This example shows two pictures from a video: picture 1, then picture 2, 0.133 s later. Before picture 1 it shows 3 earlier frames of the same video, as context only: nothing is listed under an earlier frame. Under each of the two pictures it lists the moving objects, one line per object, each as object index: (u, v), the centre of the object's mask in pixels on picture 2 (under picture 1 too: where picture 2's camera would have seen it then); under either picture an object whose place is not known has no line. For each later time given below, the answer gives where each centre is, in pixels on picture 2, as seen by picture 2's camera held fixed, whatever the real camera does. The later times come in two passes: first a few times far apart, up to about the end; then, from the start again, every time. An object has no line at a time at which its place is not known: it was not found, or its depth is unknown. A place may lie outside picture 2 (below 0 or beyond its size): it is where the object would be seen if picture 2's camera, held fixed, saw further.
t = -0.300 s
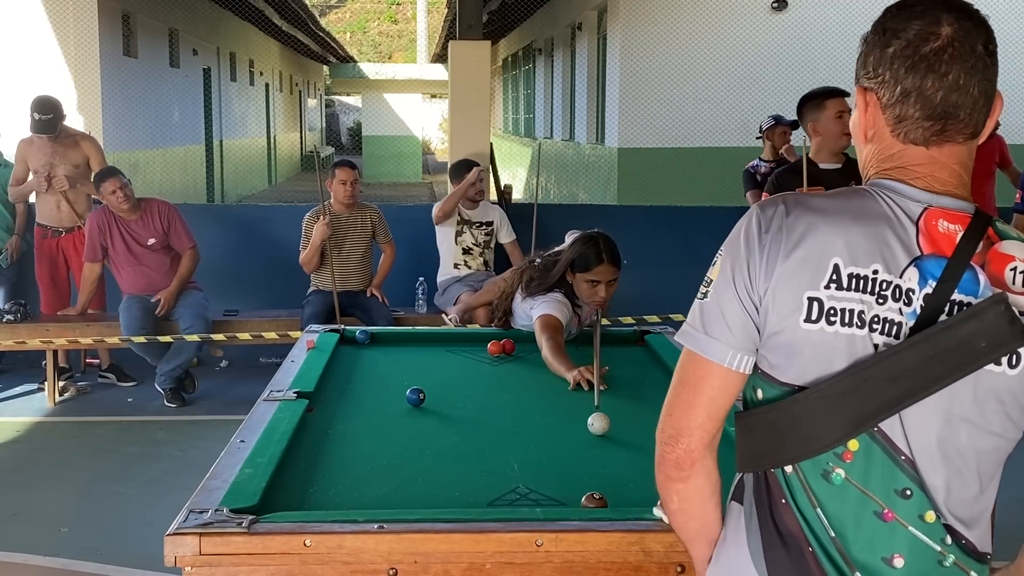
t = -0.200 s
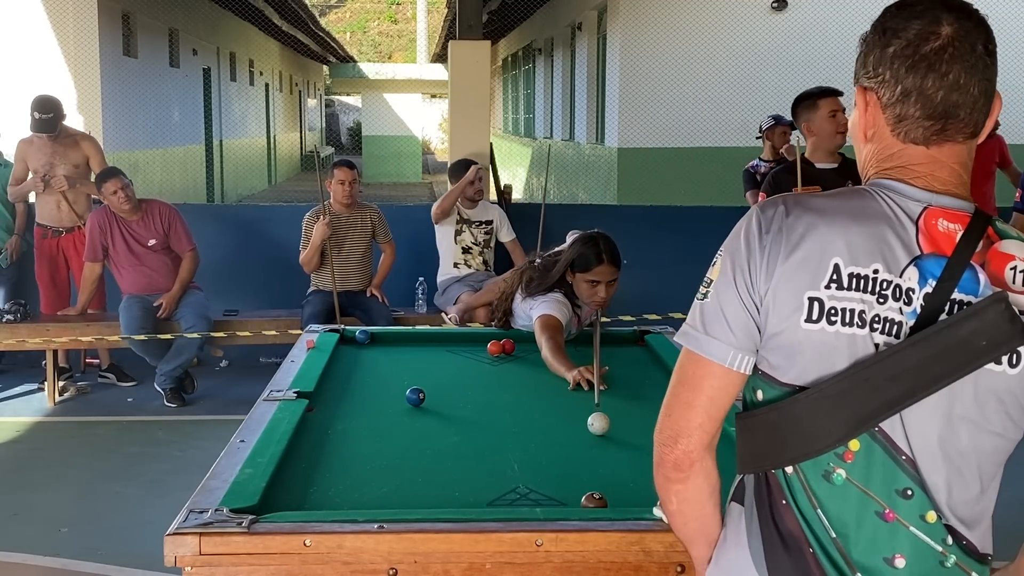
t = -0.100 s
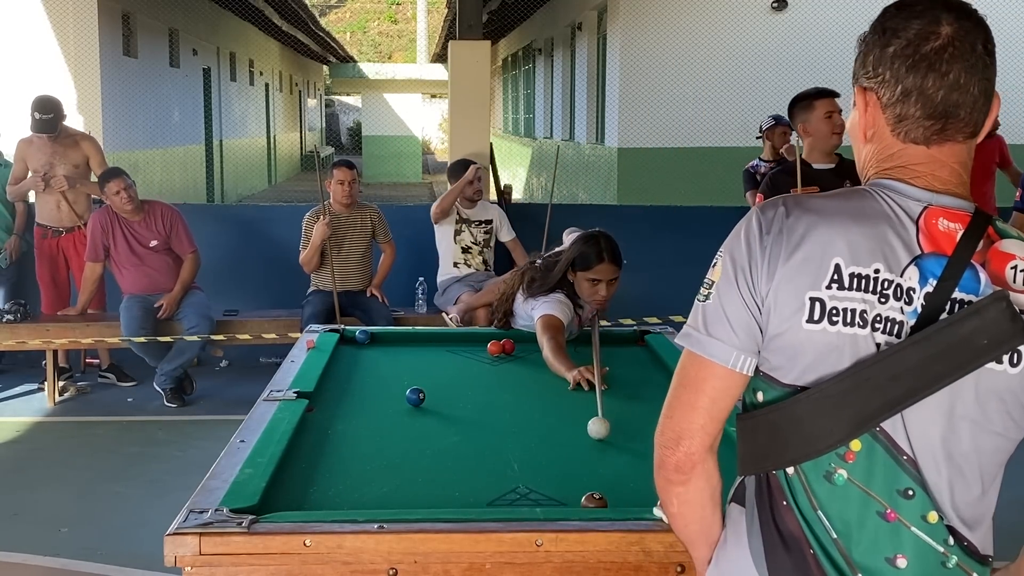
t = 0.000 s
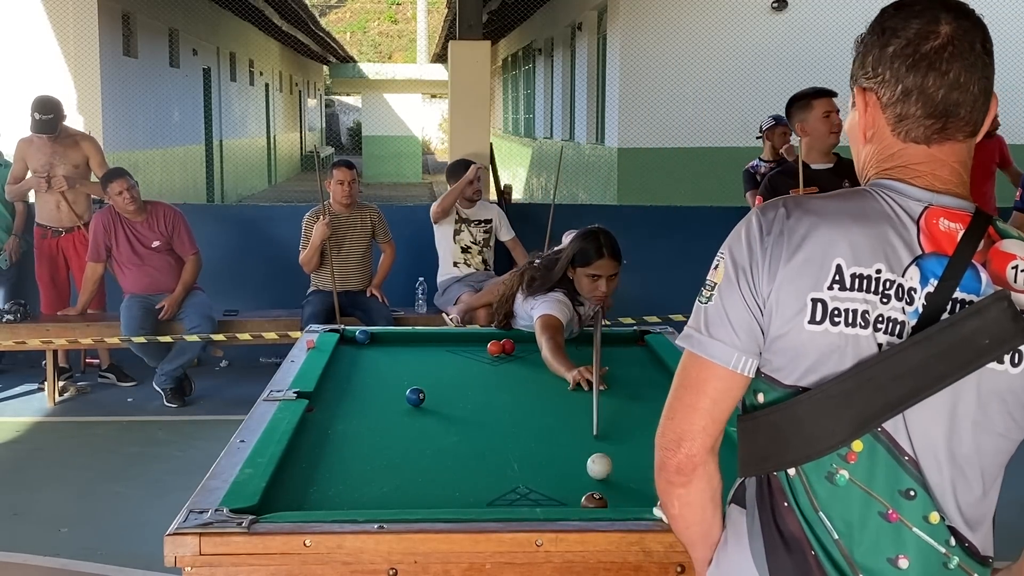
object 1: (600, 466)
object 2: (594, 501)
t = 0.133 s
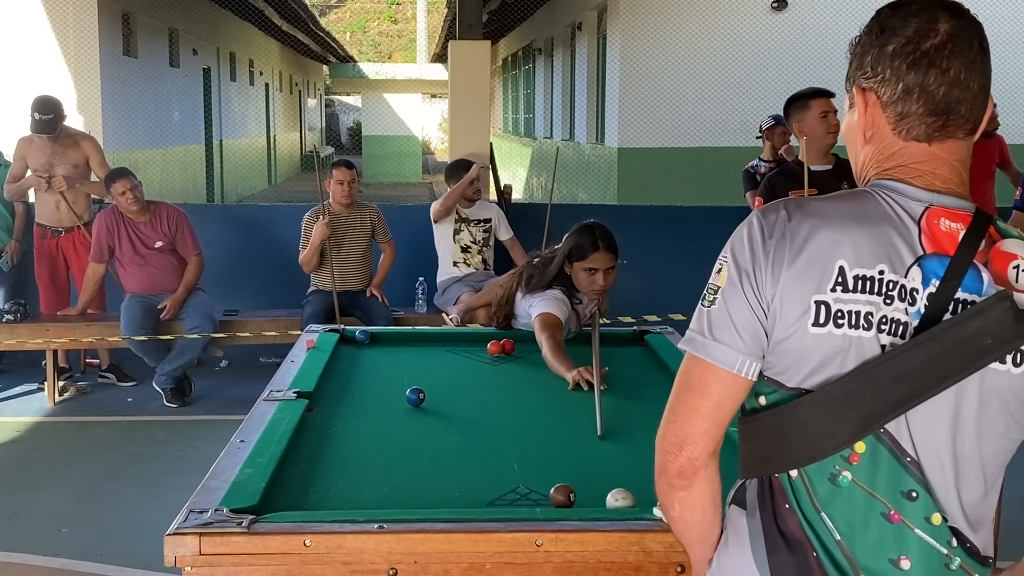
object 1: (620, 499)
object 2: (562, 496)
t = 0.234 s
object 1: (641, 501)
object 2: (521, 474)
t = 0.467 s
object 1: (645, 493)
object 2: (448, 429)
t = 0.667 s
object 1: (648, 484)
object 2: (397, 400)
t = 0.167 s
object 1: (629, 501)
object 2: (547, 488)
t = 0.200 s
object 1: (637, 502)
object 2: (534, 481)
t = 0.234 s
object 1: (641, 501)
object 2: (521, 474)
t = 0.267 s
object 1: (641, 500)
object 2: (510, 466)
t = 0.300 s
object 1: (642, 499)
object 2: (498, 460)
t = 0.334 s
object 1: (642, 498)
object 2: (487, 453)
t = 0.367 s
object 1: (643, 497)
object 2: (477, 447)
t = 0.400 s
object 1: (644, 496)
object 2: (467, 441)
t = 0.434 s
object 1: (644, 495)
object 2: (457, 435)
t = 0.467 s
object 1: (645, 493)
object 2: (448, 429)
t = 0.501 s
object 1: (646, 492)
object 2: (439, 424)
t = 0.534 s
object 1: (647, 491)
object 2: (430, 419)
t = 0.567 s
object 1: (647, 489)
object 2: (422, 414)
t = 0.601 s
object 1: (648, 487)
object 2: (413, 409)
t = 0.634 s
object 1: (648, 486)
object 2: (405, 405)
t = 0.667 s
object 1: (648, 484)
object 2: (397, 400)
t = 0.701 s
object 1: (649, 483)
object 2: (390, 396)
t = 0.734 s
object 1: (650, 482)
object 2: (383, 392)
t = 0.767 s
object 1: (651, 480)
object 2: (376, 388)
